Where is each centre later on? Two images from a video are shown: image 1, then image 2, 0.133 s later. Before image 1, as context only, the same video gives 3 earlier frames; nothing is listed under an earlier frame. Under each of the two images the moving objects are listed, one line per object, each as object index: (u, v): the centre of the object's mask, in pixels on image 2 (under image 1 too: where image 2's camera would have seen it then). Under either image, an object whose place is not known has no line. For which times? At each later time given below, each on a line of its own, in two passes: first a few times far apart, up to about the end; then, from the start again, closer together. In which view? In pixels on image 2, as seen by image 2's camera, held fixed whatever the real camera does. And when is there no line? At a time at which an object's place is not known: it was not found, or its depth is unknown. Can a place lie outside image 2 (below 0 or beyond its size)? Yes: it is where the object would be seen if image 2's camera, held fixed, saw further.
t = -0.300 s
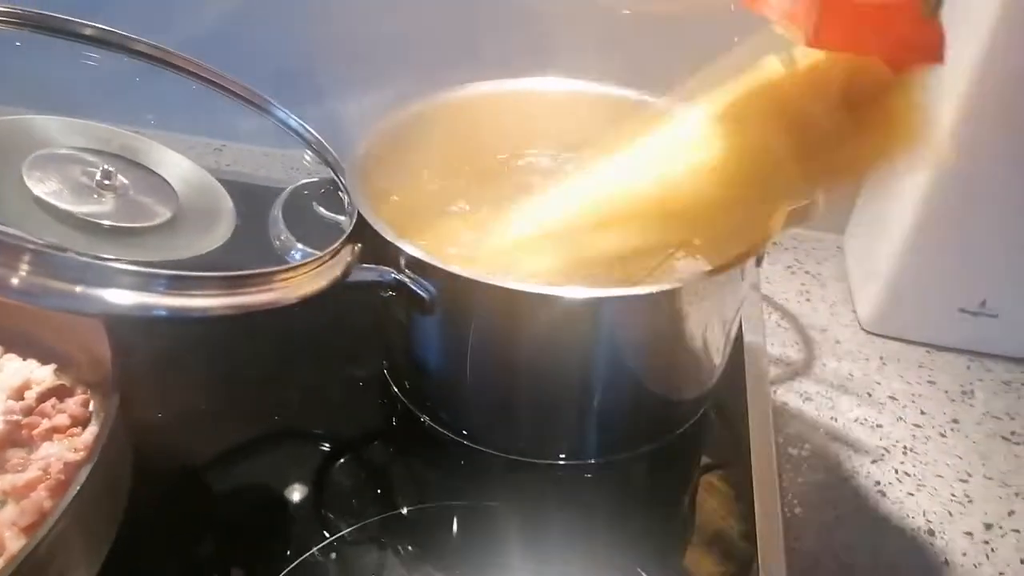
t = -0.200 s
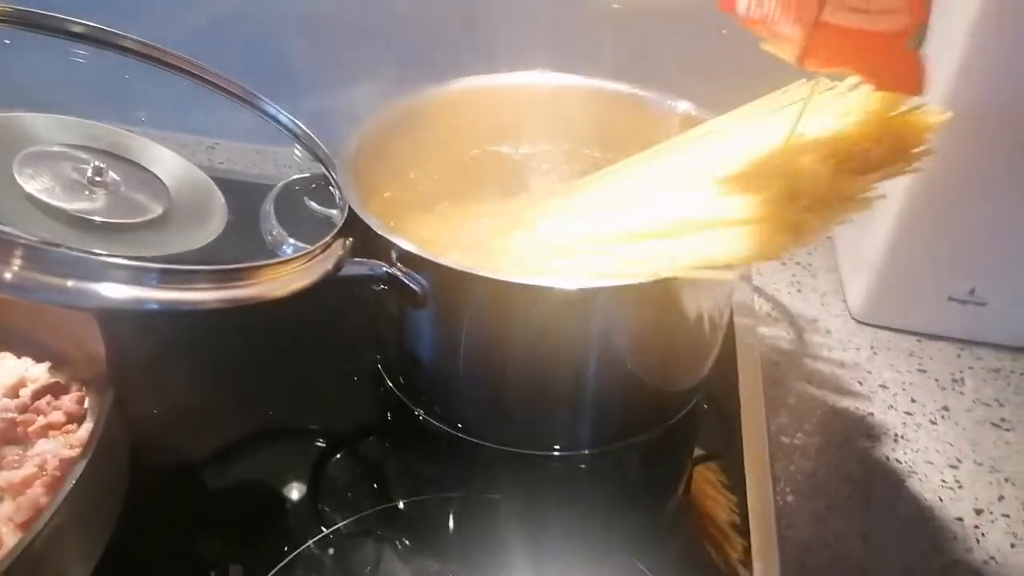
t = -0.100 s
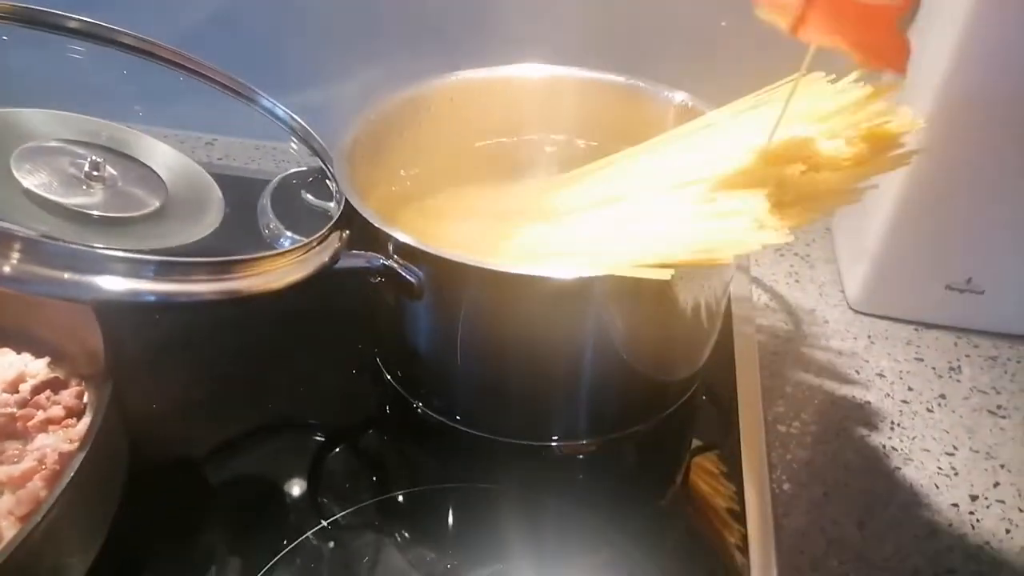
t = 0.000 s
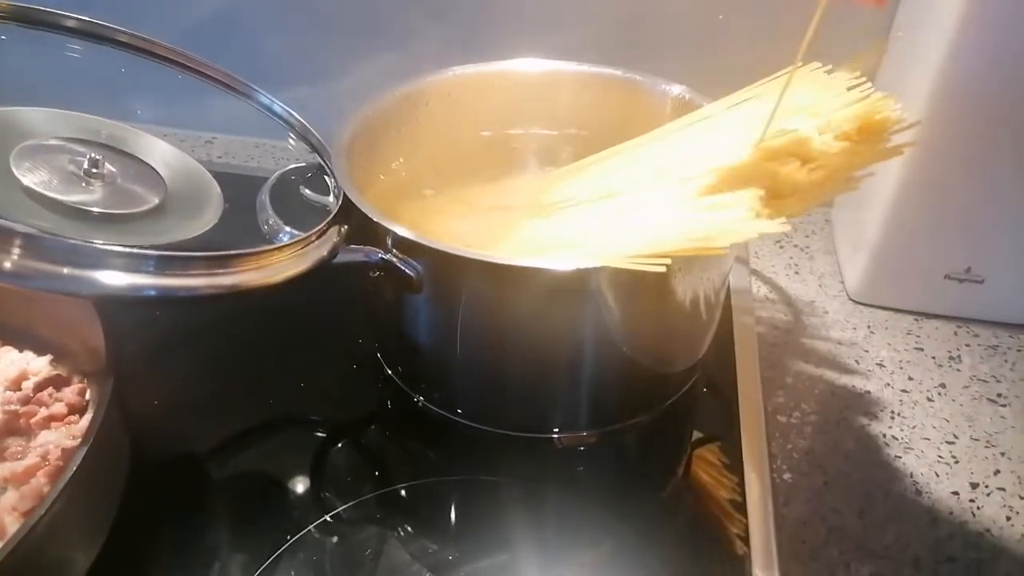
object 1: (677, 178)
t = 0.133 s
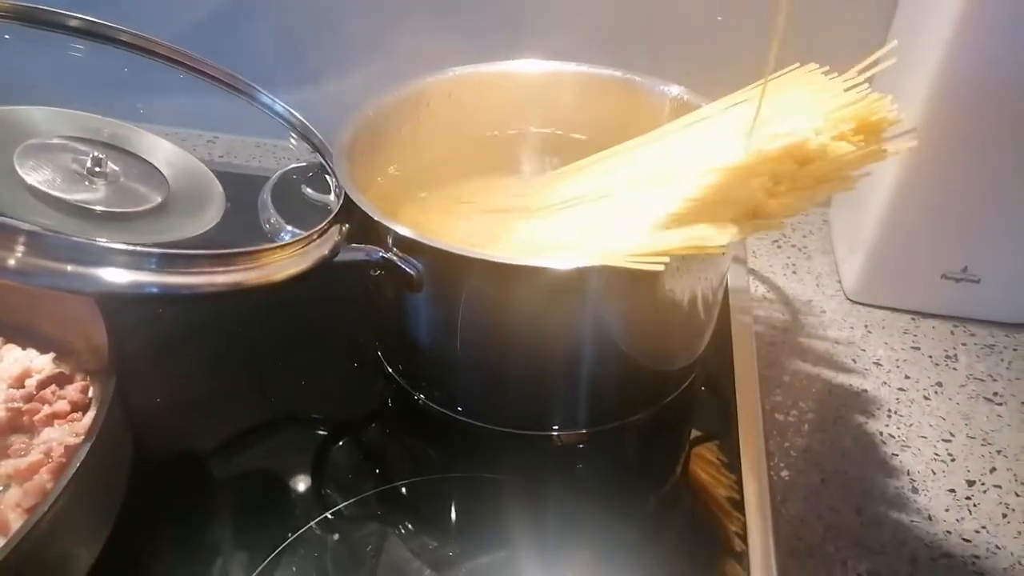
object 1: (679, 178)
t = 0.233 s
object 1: (681, 177)
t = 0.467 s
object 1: (684, 174)
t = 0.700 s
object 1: (682, 174)
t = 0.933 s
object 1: (686, 174)
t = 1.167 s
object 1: (679, 177)
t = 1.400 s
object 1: (676, 179)
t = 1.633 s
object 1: (672, 180)
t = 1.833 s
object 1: (668, 180)
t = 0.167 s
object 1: (680, 176)
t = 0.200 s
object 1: (680, 177)
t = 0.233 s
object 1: (681, 177)
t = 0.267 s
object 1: (681, 175)
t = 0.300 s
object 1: (681, 175)
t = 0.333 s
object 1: (680, 175)
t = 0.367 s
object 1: (682, 175)
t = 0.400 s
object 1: (681, 174)
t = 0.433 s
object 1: (683, 174)
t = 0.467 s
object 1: (684, 174)
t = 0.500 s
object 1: (683, 174)
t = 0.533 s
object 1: (683, 175)
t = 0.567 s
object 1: (683, 175)
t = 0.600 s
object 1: (682, 175)
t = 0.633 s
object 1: (682, 174)
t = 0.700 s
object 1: (682, 174)
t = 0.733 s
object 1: (683, 174)
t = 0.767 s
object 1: (685, 174)
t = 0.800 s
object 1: (685, 174)
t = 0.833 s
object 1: (682, 174)
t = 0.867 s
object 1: (681, 174)
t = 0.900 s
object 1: (684, 174)
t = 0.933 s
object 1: (686, 174)
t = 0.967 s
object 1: (686, 174)
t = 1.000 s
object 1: (684, 174)
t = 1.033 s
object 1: (682, 175)
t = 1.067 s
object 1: (681, 176)
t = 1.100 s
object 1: (681, 176)
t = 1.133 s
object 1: (681, 176)
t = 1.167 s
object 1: (679, 177)
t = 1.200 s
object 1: (677, 178)
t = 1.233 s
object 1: (677, 178)
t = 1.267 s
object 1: (678, 179)
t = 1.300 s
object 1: (677, 179)
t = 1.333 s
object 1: (677, 179)
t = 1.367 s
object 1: (676, 179)
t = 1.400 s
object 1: (676, 179)
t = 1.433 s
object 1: (676, 179)
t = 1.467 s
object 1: (674, 179)
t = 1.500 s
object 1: (675, 179)
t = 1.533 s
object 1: (674, 179)
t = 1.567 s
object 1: (672, 180)
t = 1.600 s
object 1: (671, 180)
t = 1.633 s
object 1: (672, 180)
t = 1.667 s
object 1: (672, 180)
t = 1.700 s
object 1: (673, 179)
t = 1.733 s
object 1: (673, 180)
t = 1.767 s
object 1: (672, 180)
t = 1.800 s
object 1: (669, 180)
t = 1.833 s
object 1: (668, 180)
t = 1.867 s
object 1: (668, 180)
